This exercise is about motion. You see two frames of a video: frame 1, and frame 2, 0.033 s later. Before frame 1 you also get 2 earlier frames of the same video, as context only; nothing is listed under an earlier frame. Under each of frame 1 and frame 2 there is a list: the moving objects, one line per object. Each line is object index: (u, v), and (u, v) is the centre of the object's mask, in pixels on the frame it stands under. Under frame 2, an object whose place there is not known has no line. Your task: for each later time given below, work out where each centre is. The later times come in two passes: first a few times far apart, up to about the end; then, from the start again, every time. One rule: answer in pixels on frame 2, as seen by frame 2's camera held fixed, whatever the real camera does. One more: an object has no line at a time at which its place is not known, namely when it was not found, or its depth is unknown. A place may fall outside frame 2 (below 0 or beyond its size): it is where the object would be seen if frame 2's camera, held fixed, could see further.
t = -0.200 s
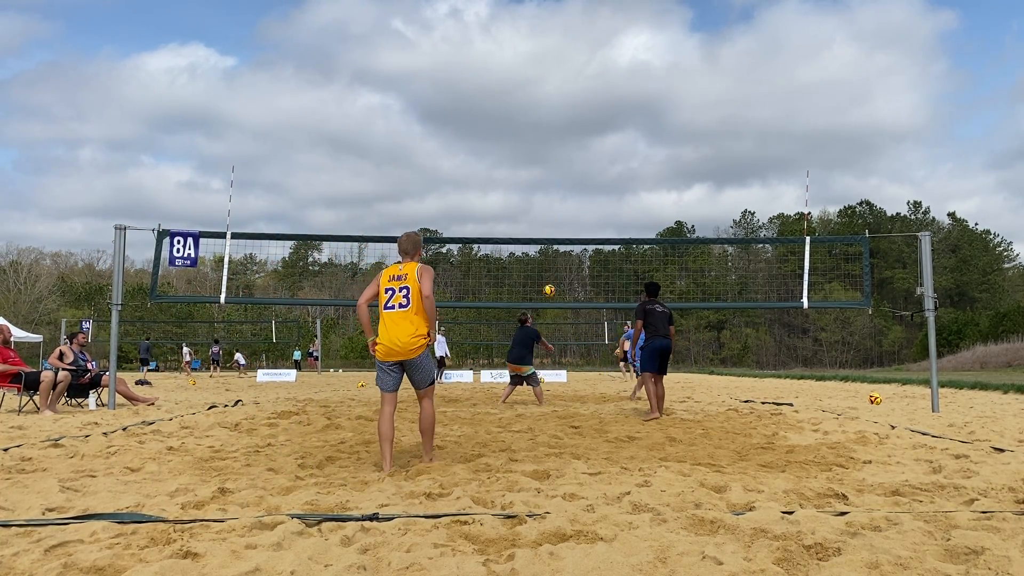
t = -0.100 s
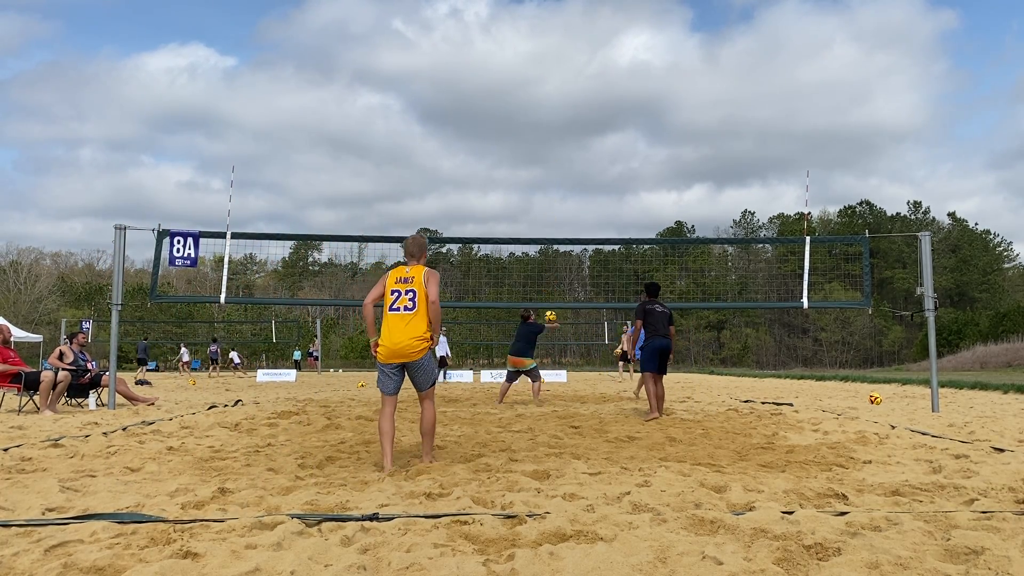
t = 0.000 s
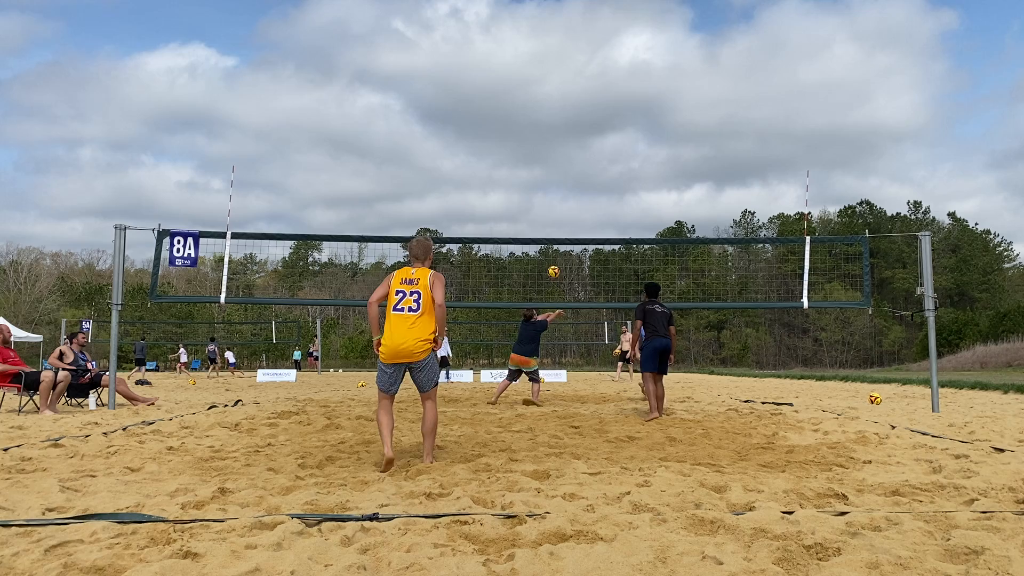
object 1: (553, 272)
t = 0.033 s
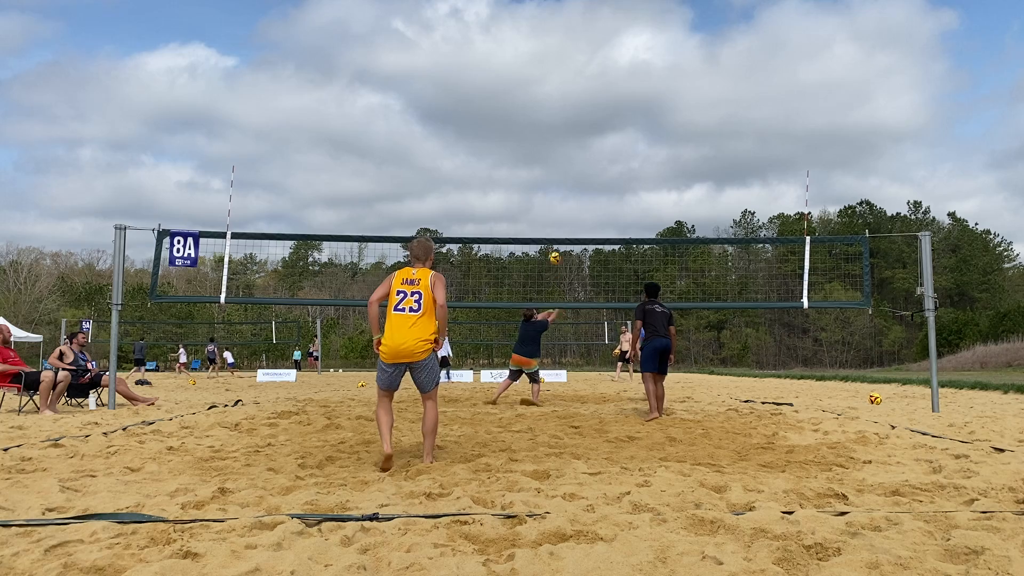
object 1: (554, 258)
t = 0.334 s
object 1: (564, 159)
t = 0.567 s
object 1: (573, 120)
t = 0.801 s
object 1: (584, 114)
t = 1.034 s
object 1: (597, 144)
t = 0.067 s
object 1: (556, 248)
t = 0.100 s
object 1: (556, 232)
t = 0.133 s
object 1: (557, 220)
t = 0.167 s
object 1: (558, 208)
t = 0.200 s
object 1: (559, 197)
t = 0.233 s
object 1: (560, 187)
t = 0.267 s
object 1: (561, 177)
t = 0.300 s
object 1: (563, 168)
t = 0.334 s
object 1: (564, 159)
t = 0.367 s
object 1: (565, 152)
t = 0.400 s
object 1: (566, 145)
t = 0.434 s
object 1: (567, 138)
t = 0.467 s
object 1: (568, 133)
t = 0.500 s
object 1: (570, 128)
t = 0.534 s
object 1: (571, 123)
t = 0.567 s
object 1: (573, 120)
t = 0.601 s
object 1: (574, 117)
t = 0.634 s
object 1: (576, 115)
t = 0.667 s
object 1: (578, 113)
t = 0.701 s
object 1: (579, 112)
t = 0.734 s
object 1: (581, 112)
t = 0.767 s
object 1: (583, 113)
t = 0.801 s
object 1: (584, 114)
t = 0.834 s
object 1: (586, 116)
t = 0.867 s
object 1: (588, 119)
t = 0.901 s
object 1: (590, 123)
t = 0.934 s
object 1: (591, 127)
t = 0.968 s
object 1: (593, 132)
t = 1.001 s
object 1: (595, 138)
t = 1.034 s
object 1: (597, 144)
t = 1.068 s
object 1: (599, 152)
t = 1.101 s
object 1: (601, 160)
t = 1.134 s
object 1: (604, 168)
